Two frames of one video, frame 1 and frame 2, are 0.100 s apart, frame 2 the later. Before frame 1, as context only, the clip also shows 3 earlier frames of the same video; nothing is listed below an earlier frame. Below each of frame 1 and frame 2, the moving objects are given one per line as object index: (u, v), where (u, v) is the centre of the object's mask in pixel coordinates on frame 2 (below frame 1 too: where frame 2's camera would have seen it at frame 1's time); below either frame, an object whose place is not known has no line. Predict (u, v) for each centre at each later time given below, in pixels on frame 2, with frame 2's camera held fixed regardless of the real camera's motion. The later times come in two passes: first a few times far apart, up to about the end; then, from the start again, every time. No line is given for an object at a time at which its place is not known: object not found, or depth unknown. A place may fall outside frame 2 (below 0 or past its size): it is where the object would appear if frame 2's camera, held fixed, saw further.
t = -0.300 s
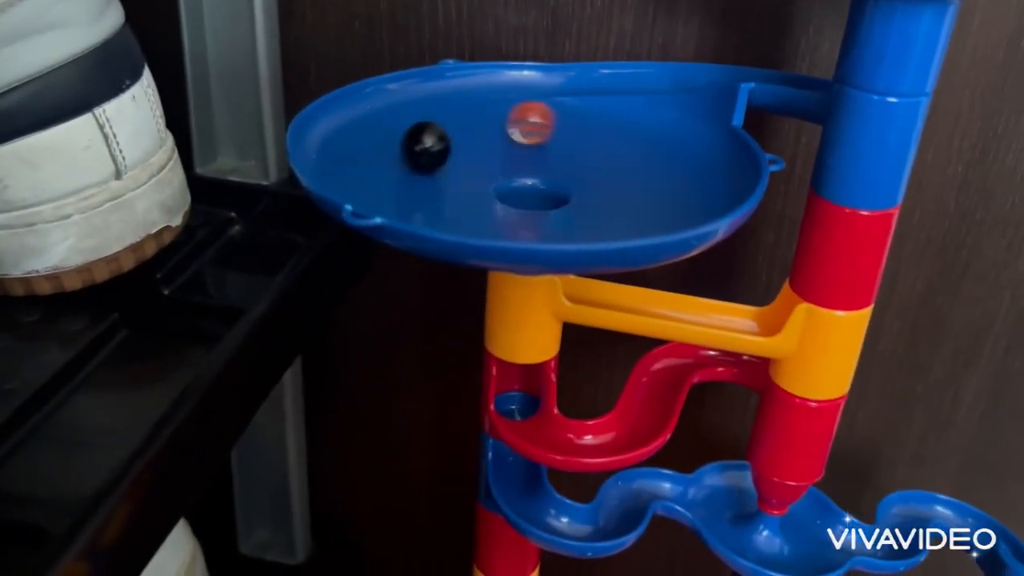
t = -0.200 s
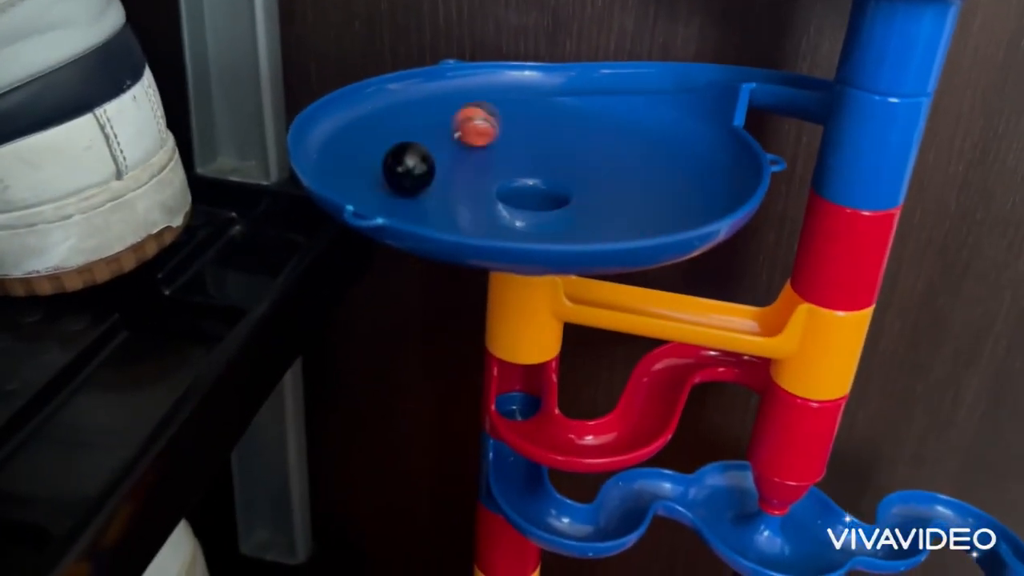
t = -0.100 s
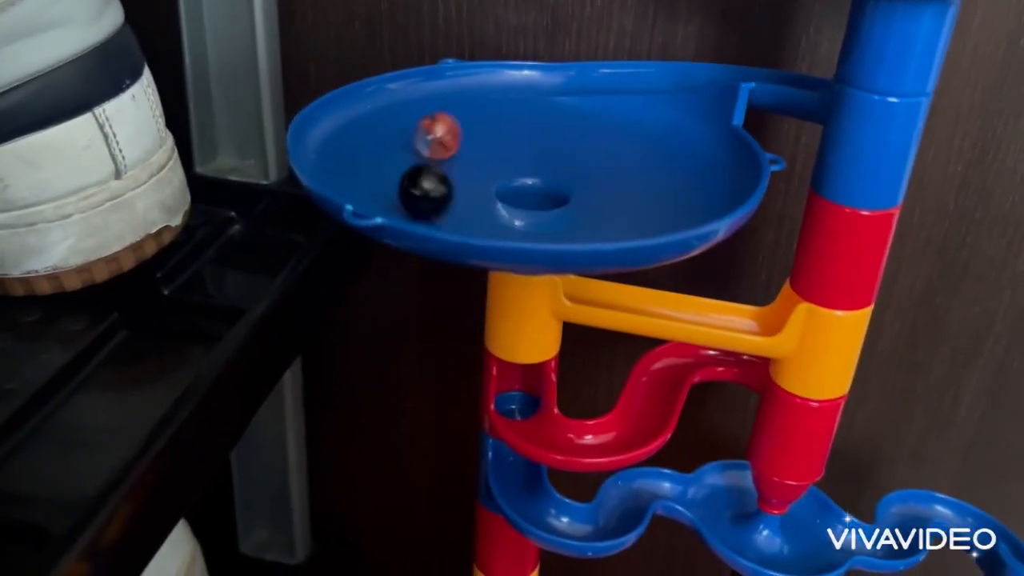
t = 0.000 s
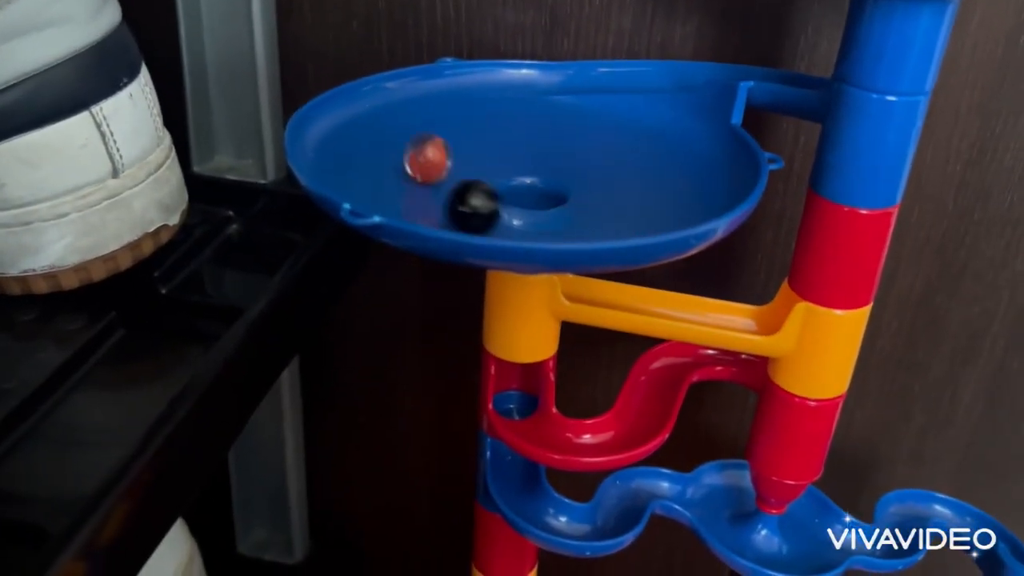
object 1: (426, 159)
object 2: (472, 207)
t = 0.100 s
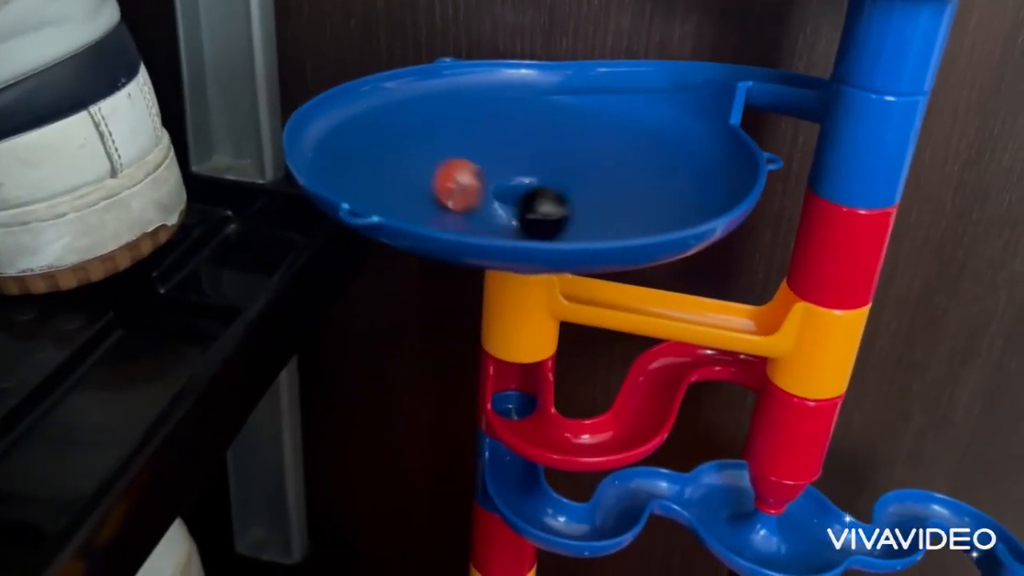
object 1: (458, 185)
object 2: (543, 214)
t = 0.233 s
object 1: (551, 206)
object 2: (627, 201)
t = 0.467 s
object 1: (667, 181)
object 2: (647, 141)
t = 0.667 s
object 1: (622, 147)
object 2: (562, 112)
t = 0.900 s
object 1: (494, 138)
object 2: (438, 126)
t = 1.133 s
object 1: (491, 186)
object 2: (405, 175)
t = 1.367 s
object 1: (595, 195)
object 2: (553, 213)
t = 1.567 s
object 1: (597, 165)
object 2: (673, 187)
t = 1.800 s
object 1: (493, 139)
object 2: (649, 134)
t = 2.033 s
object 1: (474, 173)
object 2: (517, 117)
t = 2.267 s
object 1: (596, 189)
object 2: (416, 149)
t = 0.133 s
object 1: (478, 193)
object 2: (566, 214)
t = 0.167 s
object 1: (502, 199)
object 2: (589, 211)
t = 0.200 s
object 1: (526, 203)
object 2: (608, 208)
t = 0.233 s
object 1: (551, 206)
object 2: (627, 201)
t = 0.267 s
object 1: (577, 206)
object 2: (641, 194)
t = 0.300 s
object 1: (600, 204)
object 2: (652, 185)
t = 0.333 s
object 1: (620, 201)
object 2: (660, 176)
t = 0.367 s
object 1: (637, 198)
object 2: (664, 163)
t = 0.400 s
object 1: (653, 192)
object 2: (661, 153)
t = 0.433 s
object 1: (662, 187)
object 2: (654, 146)
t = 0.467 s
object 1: (667, 181)
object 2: (647, 141)
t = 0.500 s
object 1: (670, 175)
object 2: (637, 136)
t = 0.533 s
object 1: (667, 168)
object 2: (625, 129)
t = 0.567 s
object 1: (661, 163)
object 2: (610, 124)
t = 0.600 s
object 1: (651, 157)
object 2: (595, 119)
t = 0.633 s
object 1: (637, 152)
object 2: (578, 115)
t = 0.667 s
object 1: (622, 147)
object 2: (562, 112)
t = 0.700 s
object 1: (603, 143)
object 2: (544, 112)
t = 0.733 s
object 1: (585, 140)
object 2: (526, 112)
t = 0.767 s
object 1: (563, 137)
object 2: (508, 113)
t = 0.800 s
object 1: (543, 135)
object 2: (492, 116)
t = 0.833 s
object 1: (521, 133)
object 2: (476, 119)
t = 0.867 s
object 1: (506, 135)
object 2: (456, 121)
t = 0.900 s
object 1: (494, 138)
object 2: (438, 126)
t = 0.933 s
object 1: (483, 143)
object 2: (423, 131)
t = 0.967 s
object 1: (475, 149)
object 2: (410, 137)
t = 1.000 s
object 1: (470, 155)
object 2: (401, 143)
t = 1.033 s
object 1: (469, 164)
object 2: (396, 150)
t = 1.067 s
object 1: (471, 171)
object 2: (395, 158)
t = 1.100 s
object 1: (479, 179)
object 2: (397, 167)
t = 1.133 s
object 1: (491, 186)
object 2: (405, 175)
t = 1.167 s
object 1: (505, 193)
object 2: (417, 184)
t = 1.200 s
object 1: (520, 197)
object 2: (432, 192)
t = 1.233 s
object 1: (536, 199)
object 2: (451, 199)
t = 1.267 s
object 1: (553, 200)
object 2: (474, 205)
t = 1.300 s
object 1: (568, 200)
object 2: (500, 208)
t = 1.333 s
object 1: (582, 199)
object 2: (527, 210)
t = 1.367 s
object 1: (595, 195)
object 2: (553, 213)
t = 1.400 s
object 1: (609, 186)
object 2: (582, 212)
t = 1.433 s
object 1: (614, 177)
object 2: (605, 210)
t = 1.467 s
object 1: (609, 173)
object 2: (626, 207)
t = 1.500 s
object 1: (608, 175)
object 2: (646, 201)
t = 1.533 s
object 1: (605, 171)
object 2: (662, 194)
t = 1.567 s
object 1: (597, 165)
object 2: (673, 187)
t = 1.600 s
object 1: (585, 159)
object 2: (680, 178)
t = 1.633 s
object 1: (571, 153)
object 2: (683, 170)
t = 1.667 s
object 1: (555, 148)
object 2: (682, 162)
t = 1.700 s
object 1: (538, 144)
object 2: (679, 154)
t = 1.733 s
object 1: (521, 142)
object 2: (672, 147)
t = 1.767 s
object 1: (507, 140)
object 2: (662, 140)
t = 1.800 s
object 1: (493, 139)
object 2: (649, 134)
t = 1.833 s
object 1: (481, 141)
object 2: (634, 129)
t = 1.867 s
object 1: (471, 143)
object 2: (617, 125)
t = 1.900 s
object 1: (464, 146)
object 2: (599, 121)
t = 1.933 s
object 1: (460, 151)
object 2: (579, 119)
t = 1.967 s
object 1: (460, 157)
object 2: (558, 117)
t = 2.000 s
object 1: (465, 166)
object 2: (538, 117)
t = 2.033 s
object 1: (474, 173)
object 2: (517, 117)
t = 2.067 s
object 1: (486, 180)
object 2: (497, 118)
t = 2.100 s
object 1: (503, 185)
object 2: (478, 121)
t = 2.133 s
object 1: (522, 190)
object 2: (460, 124)
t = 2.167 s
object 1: (541, 192)
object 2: (445, 129)
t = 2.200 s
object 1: (562, 192)
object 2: (432, 134)
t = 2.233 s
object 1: (581, 191)
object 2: (422, 141)
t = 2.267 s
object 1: (596, 189)
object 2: (416, 149)
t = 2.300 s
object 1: (610, 186)
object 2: (415, 157)
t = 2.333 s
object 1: (618, 182)
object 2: (417, 165)
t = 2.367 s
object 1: (621, 178)
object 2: (424, 175)
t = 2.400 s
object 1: (621, 173)
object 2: (435, 183)
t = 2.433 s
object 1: (618, 169)
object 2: (450, 191)
